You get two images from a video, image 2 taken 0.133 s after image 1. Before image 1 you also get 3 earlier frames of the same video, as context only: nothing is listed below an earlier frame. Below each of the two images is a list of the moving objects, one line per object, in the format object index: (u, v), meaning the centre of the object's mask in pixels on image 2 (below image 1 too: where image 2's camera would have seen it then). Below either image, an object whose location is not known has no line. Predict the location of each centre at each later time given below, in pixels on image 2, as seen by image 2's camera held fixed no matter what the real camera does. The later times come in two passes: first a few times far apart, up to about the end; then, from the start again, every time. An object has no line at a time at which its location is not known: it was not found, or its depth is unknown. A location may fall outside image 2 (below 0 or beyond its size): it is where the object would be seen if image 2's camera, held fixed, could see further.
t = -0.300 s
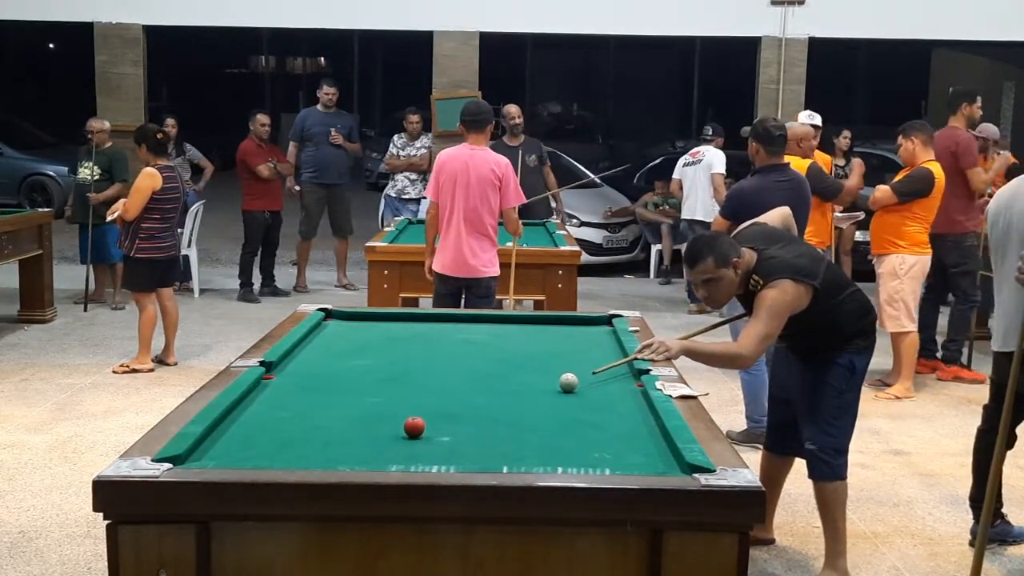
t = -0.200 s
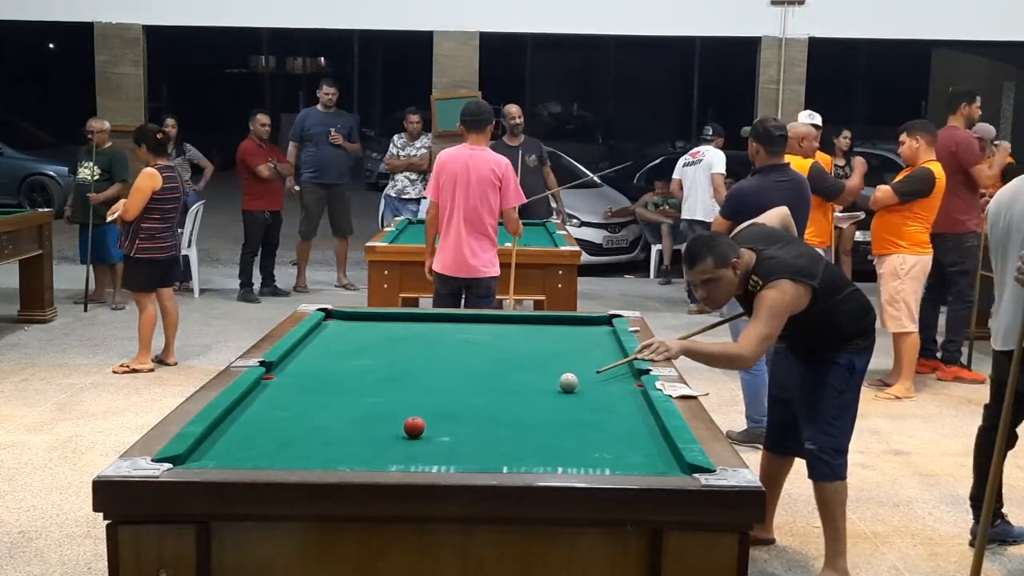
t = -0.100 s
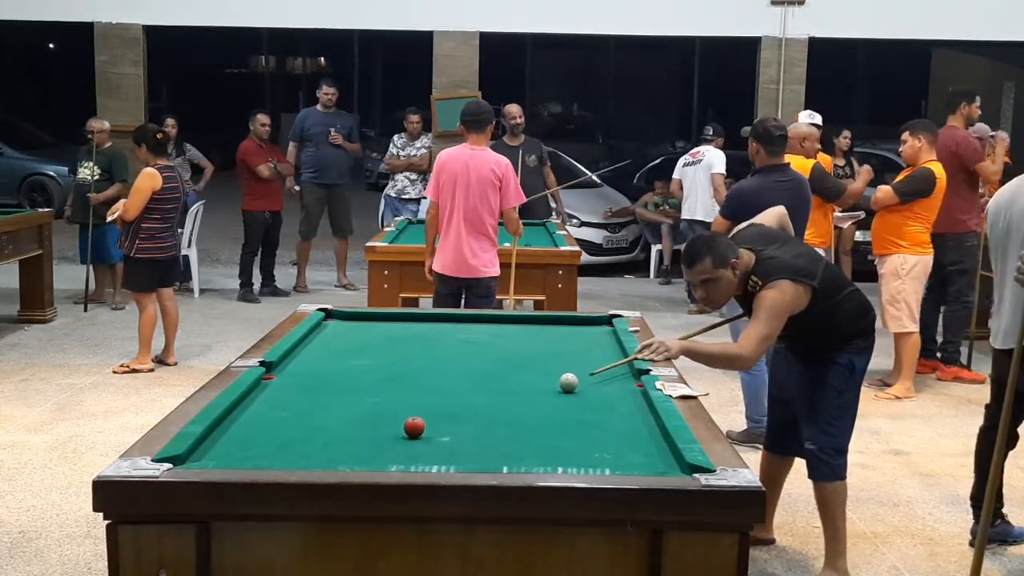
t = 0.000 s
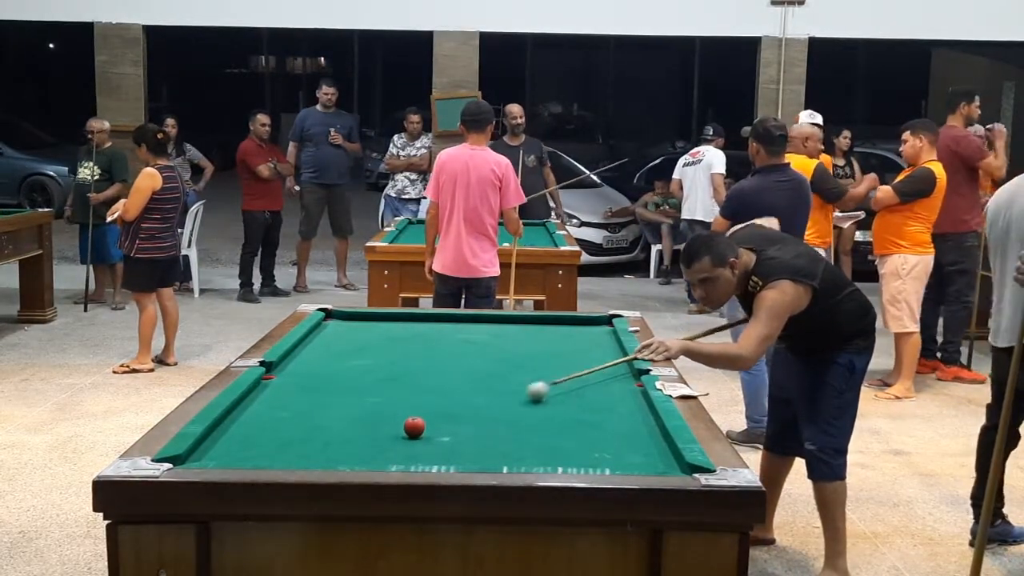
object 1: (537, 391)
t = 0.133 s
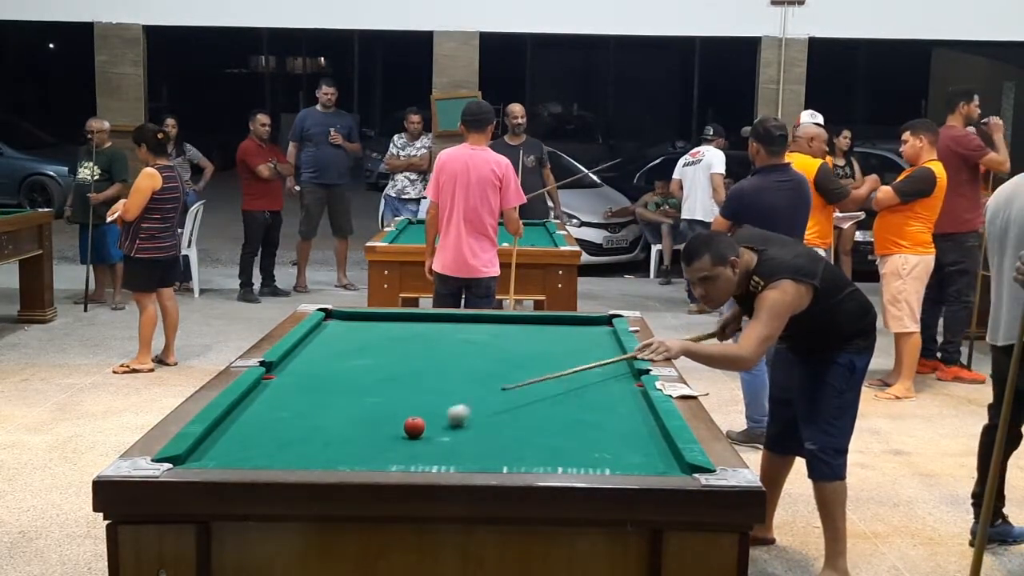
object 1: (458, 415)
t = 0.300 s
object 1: (440, 435)
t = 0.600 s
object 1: (420, 457)
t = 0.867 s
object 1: (420, 439)
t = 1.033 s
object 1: (420, 427)
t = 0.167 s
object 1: (437, 421)
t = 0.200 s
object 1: (436, 425)
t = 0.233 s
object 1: (439, 429)
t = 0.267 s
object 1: (440, 432)
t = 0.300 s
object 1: (440, 435)
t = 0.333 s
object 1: (438, 439)
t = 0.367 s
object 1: (435, 443)
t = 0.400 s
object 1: (432, 447)
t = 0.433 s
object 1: (429, 450)
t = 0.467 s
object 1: (426, 454)
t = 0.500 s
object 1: (424, 456)
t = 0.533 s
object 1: (421, 458)
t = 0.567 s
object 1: (420, 458)
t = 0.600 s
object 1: (420, 457)
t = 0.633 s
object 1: (420, 455)
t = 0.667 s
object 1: (420, 454)
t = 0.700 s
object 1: (420, 452)
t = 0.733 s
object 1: (420, 450)
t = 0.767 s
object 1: (420, 447)
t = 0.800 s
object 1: (420, 445)
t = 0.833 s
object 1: (420, 442)
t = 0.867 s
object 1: (420, 439)
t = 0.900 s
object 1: (420, 437)
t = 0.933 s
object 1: (420, 434)
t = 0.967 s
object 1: (420, 432)
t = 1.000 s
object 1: (420, 429)
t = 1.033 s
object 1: (420, 427)
